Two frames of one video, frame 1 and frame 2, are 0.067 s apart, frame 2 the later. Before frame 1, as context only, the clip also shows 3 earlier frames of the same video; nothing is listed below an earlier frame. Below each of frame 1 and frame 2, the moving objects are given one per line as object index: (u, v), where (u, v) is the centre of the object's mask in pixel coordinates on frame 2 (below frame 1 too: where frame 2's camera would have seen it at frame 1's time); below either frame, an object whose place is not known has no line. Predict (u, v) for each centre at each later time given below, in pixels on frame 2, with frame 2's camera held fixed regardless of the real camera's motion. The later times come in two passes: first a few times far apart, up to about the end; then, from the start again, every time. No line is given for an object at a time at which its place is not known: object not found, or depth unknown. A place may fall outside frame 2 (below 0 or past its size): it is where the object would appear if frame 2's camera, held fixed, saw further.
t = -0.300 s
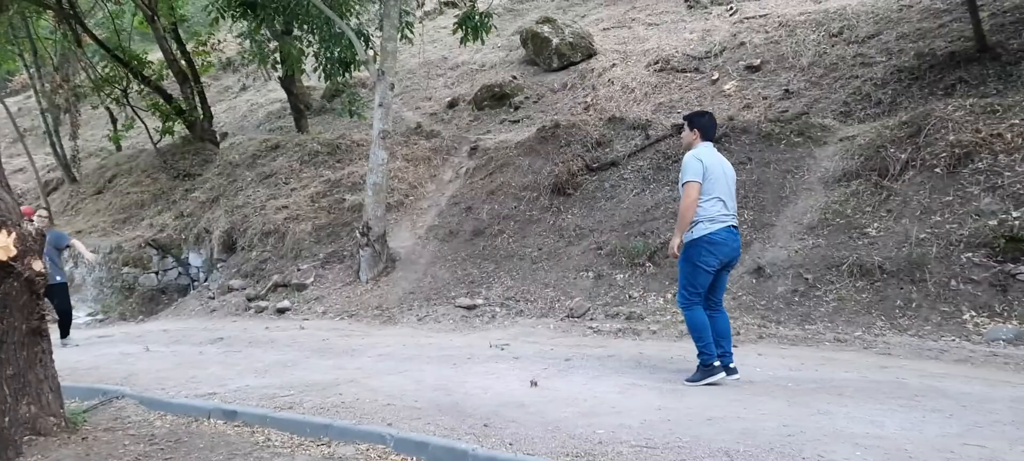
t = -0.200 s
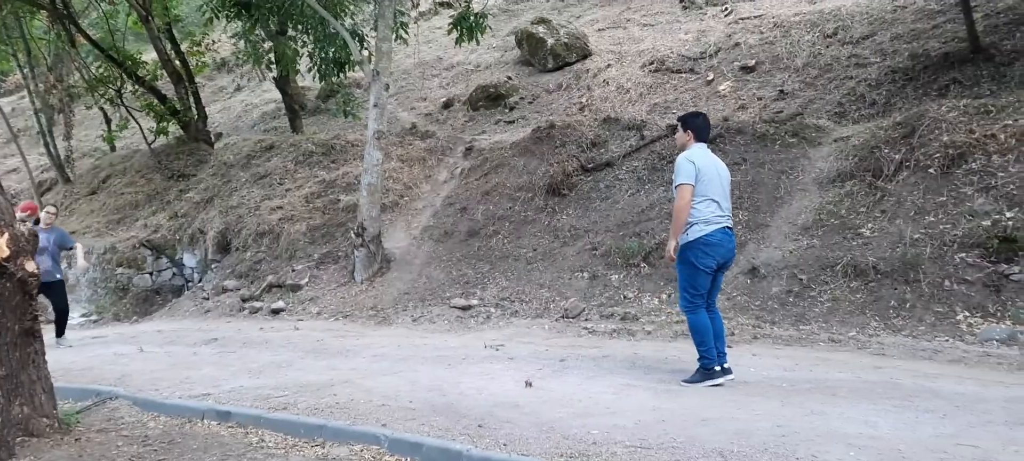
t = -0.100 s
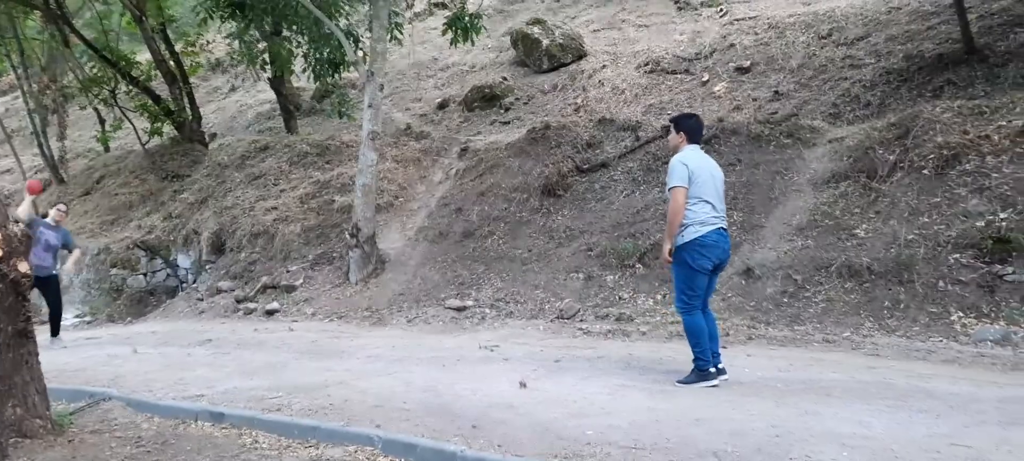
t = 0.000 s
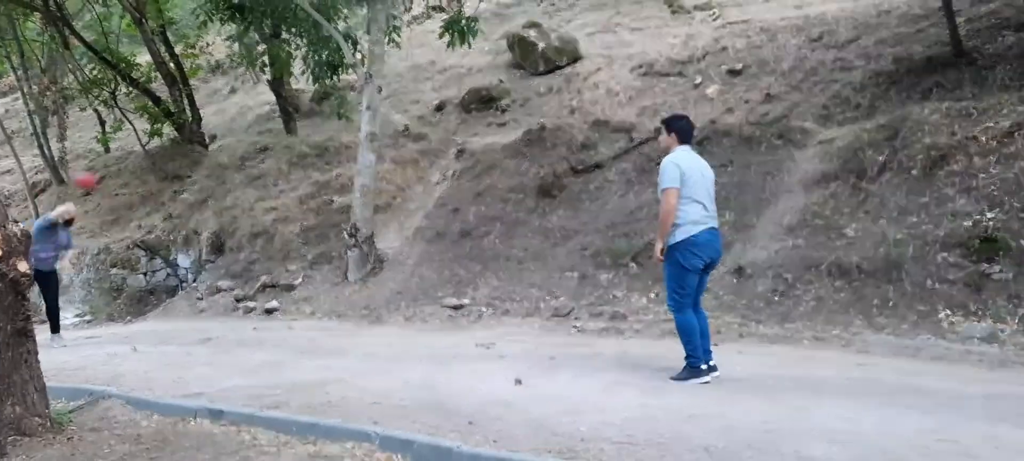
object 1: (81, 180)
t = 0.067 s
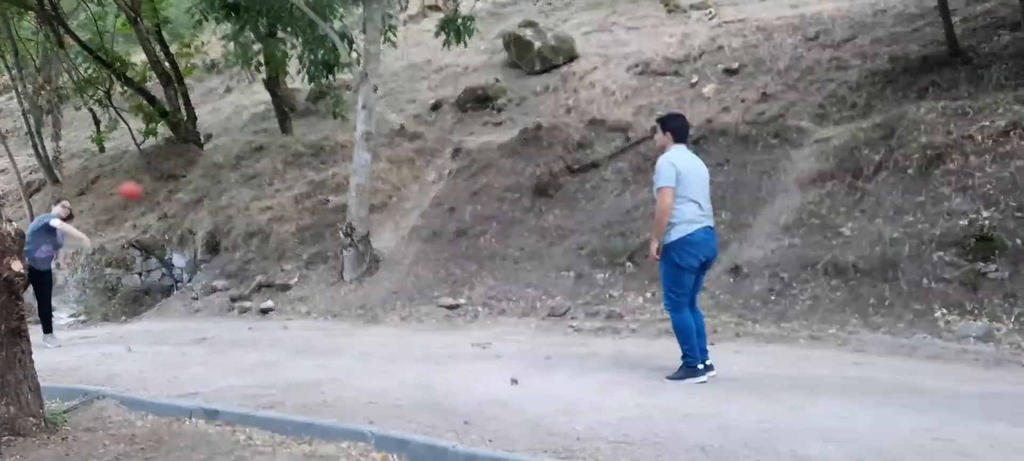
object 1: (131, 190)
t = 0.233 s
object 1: (273, 246)
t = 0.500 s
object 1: (480, 314)
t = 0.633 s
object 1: (540, 287)
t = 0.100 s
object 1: (157, 198)
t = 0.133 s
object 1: (184, 207)
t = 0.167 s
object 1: (213, 219)
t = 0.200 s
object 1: (243, 231)
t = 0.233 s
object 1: (273, 246)
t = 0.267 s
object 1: (305, 262)
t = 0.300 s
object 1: (337, 280)
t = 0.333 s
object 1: (372, 301)
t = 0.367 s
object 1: (406, 323)
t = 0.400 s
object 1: (440, 345)
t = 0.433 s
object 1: (454, 334)
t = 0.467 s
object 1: (467, 323)
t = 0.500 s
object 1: (480, 314)
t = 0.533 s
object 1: (495, 305)
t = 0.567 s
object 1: (510, 298)
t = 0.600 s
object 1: (524, 292)
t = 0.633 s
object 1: (540, 287)
